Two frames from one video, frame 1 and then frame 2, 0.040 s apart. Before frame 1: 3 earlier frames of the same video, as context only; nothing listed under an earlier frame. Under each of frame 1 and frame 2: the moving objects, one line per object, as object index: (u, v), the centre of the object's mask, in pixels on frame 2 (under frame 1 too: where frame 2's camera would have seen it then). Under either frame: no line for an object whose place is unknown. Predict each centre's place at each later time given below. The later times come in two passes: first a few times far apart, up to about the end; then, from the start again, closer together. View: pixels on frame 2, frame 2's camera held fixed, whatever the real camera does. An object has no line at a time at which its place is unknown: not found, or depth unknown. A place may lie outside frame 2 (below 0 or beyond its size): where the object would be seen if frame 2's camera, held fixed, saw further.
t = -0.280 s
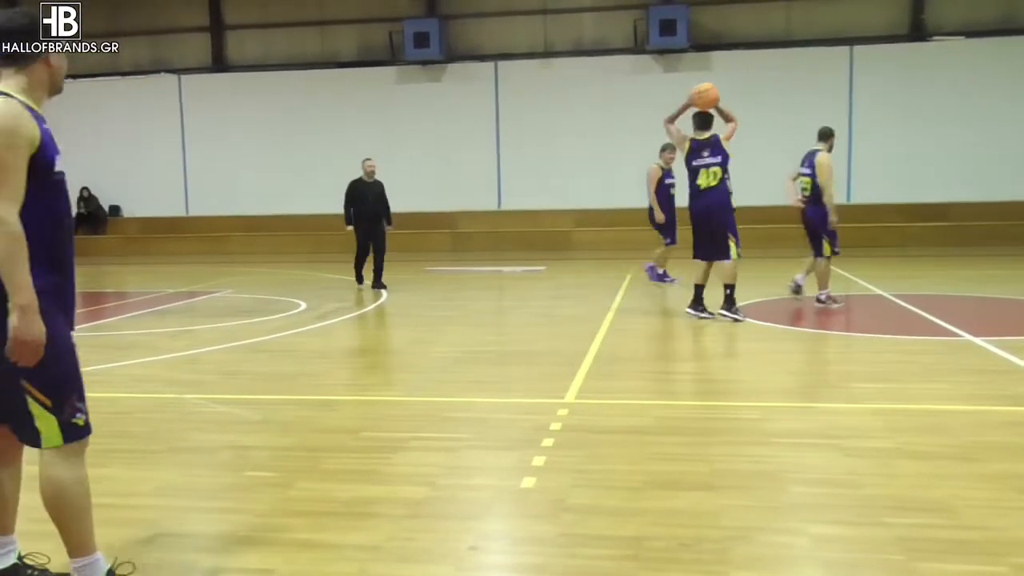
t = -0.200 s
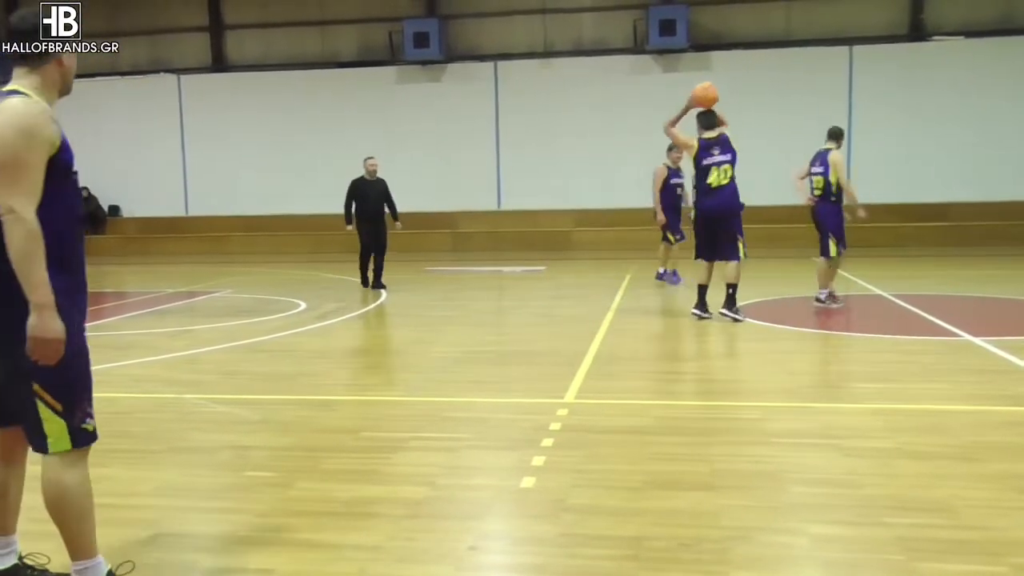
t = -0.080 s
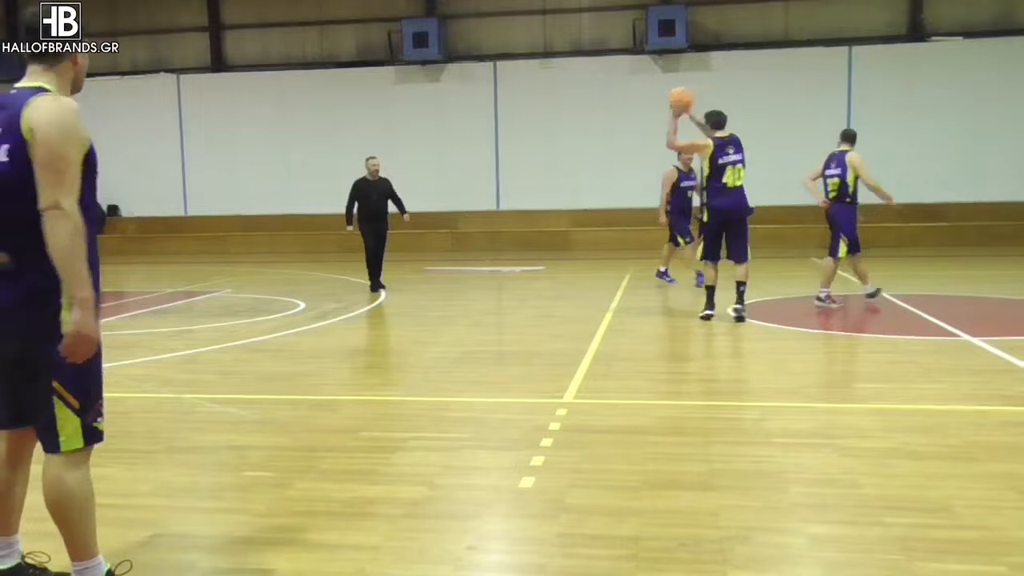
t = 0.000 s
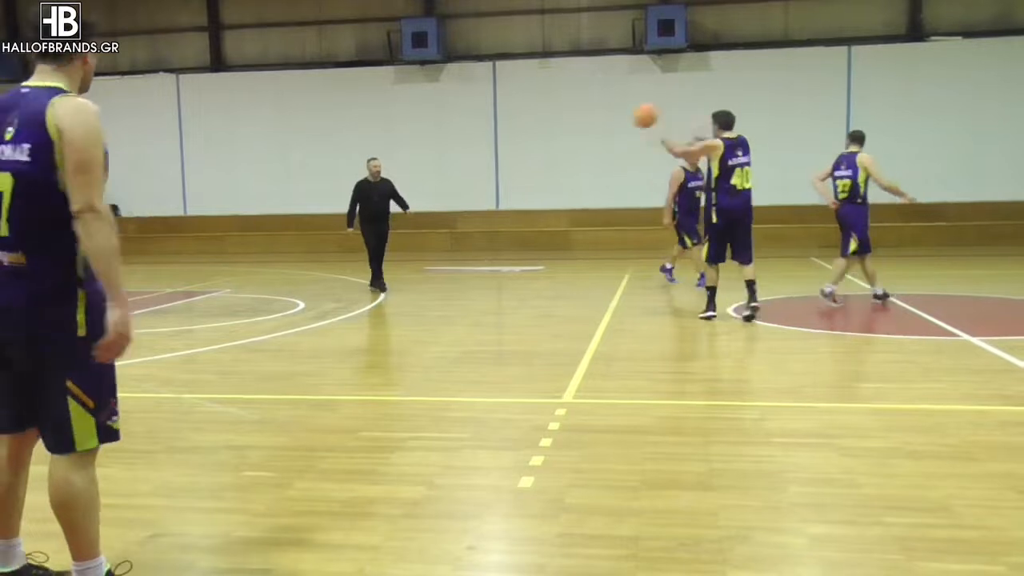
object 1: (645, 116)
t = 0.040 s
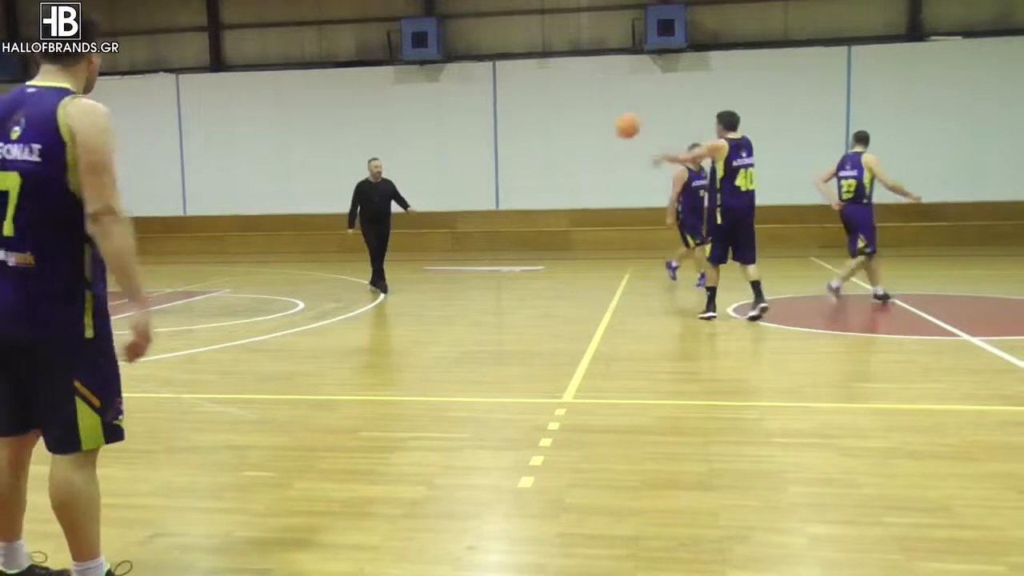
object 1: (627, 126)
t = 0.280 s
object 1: (533, 214)
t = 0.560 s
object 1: (466, 241)
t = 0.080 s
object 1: (611, 139)
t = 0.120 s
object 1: (595, 152)
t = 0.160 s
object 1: (580, 165)
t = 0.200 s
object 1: (563, 181)
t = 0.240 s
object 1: (549, 197)
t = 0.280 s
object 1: (533, 214)
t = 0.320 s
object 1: (522, 232)
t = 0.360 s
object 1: (509, 247)
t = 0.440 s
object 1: (486, 291)
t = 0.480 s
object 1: (478, 271)
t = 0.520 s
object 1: (472, 255)
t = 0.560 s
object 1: (466, 241)
